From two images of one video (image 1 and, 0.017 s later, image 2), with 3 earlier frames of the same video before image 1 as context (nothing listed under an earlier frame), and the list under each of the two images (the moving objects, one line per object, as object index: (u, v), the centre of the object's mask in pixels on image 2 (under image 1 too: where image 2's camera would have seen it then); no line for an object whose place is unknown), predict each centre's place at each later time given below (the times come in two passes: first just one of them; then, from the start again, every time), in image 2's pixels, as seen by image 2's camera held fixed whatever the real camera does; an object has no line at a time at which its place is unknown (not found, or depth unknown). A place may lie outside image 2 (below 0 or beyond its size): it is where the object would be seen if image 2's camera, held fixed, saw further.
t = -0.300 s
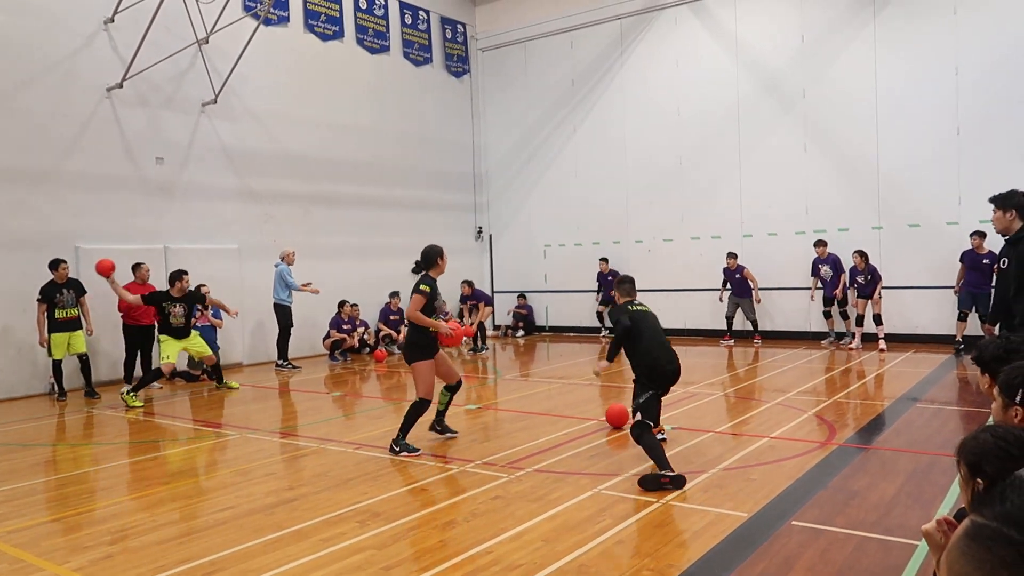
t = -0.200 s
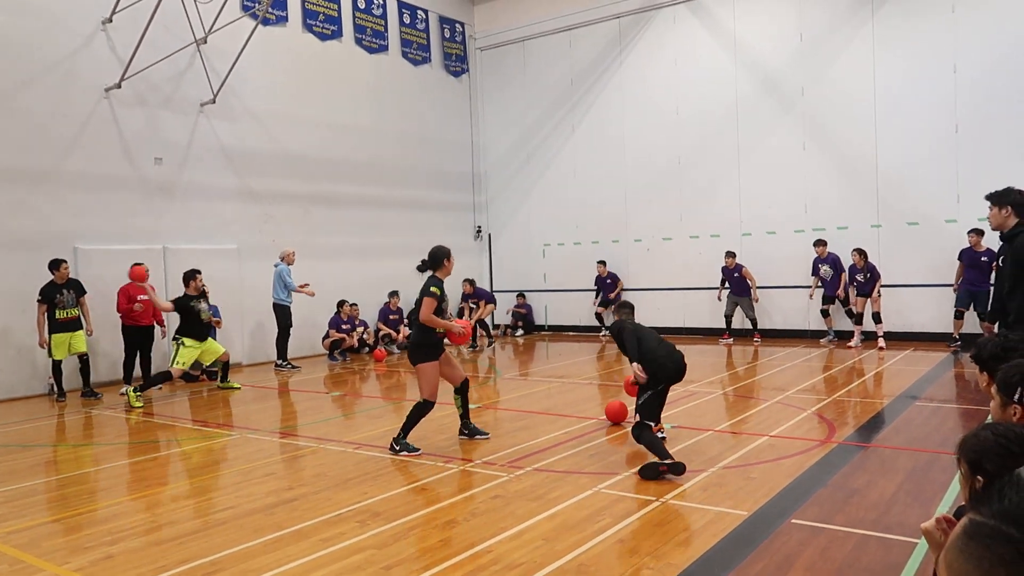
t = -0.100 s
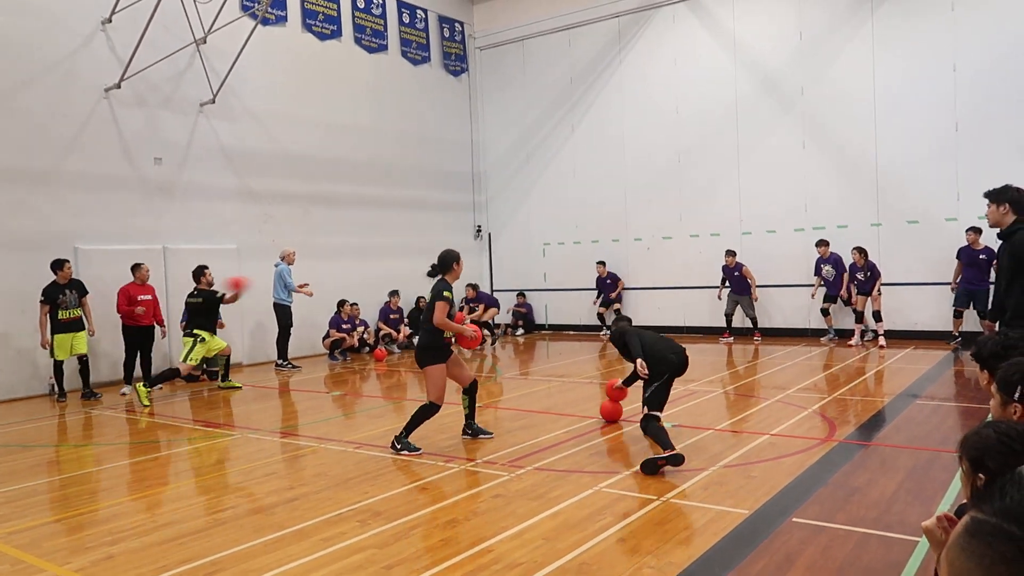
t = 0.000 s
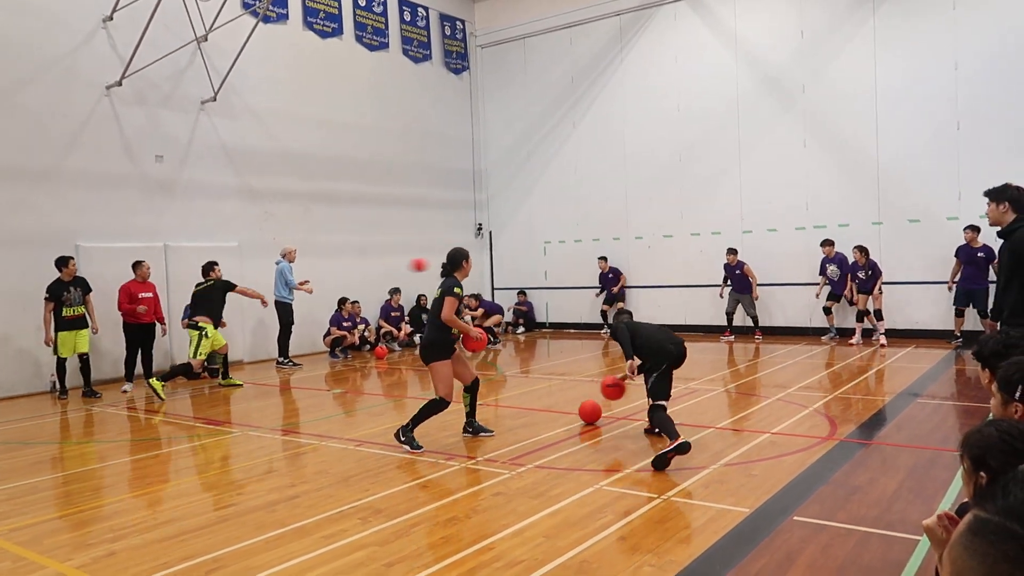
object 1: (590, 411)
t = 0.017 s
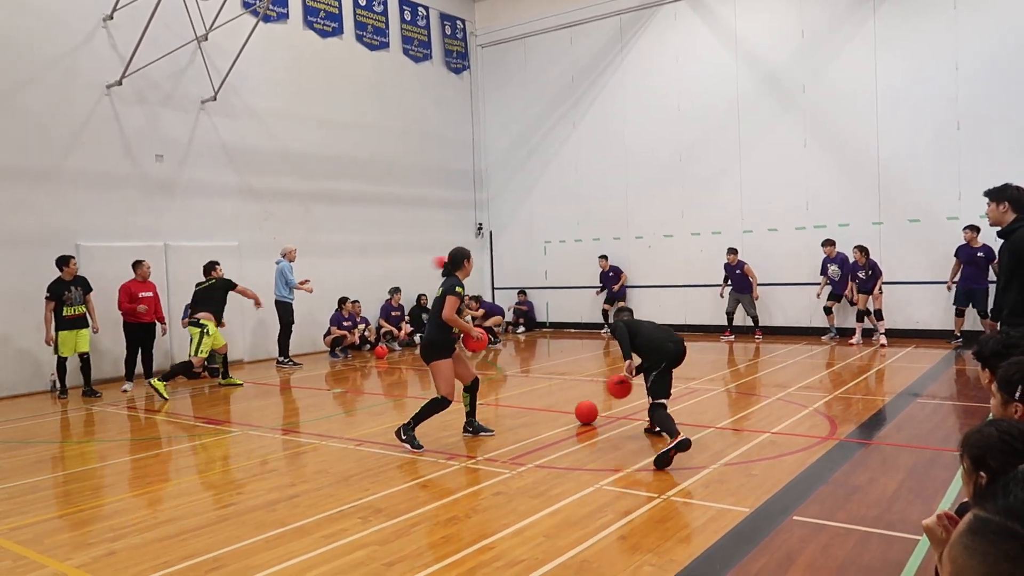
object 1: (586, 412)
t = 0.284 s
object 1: (525, 424)
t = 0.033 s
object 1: (583, 413)
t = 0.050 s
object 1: (579, 413)
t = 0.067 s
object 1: (575, 414)
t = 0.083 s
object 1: (572, 415)
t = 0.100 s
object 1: (568, 415)
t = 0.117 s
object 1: (564, 416)
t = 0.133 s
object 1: (560, 417)
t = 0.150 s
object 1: (556, 418)
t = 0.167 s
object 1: (552, 419)
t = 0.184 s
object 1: (548, 419)
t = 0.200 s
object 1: (545, 420)
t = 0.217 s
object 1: (541, 421)
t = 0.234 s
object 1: (537, 421)
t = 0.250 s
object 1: (533, 422)
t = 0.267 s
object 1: (529, 423)
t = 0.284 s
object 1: (525, 424)
